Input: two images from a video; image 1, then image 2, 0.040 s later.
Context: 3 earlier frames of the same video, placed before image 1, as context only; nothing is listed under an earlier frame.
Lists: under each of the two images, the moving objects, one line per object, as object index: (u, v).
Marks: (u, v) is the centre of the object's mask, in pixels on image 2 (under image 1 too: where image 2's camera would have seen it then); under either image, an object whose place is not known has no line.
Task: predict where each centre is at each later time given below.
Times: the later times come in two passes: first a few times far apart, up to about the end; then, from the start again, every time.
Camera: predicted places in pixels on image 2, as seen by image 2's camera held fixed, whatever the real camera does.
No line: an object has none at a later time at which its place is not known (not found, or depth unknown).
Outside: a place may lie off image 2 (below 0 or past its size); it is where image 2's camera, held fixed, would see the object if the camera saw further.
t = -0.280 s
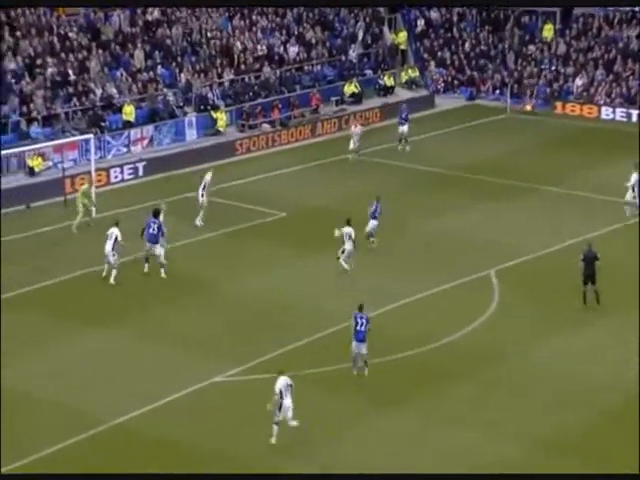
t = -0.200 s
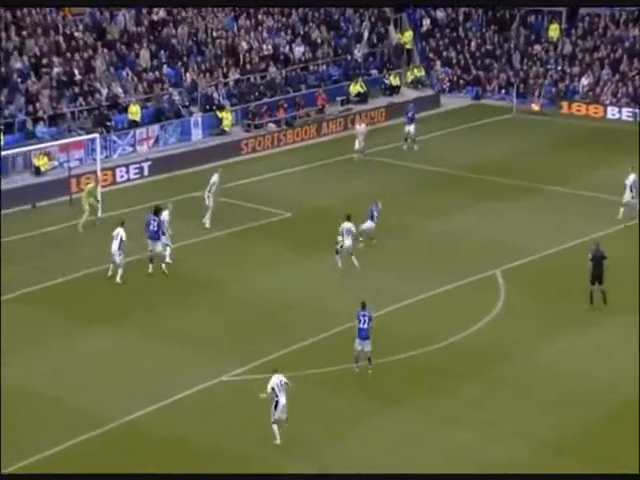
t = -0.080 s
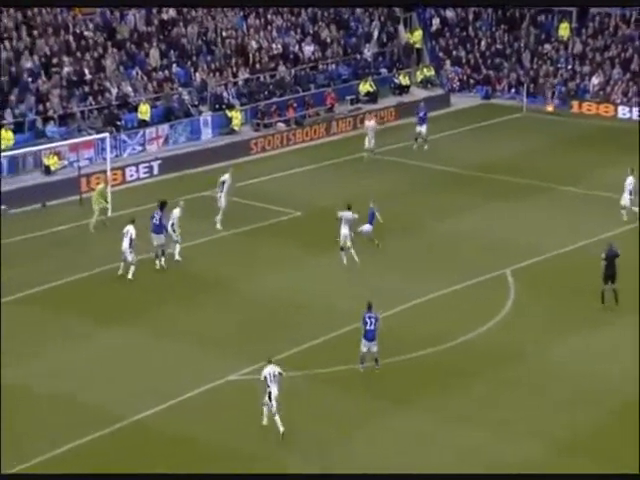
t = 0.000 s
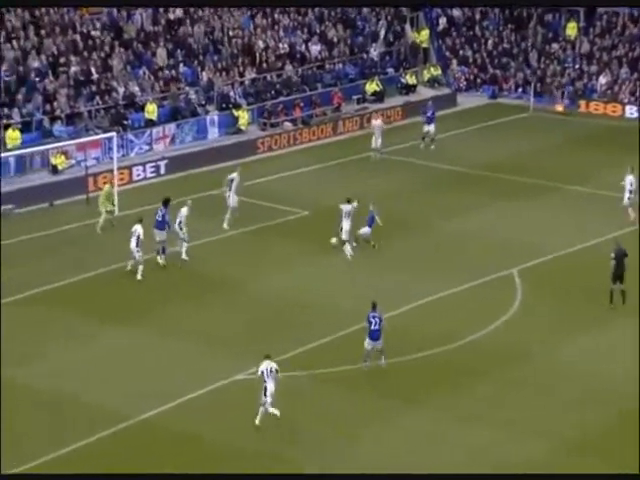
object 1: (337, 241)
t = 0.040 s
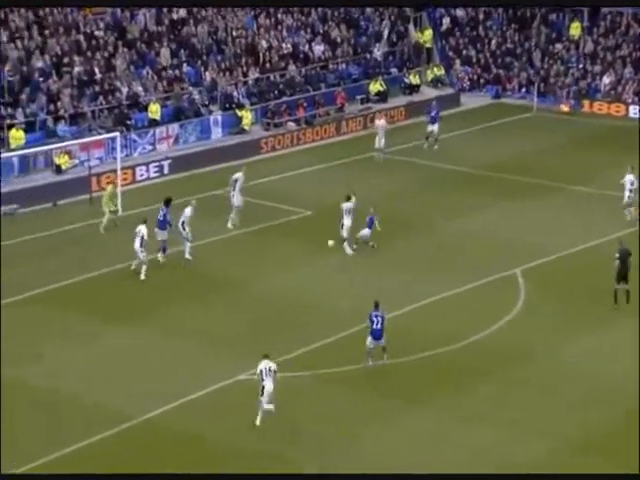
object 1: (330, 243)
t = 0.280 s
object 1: (292, 268)
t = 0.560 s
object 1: (259, 276)
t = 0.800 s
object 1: (232, 290)
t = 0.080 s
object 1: (323, 246)
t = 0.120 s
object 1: (317, 250)
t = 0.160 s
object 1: (310, 255)
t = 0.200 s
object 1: (304, 260)
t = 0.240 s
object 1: (297, 266)
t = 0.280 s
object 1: (292, 268)
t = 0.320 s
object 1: (287, 267)
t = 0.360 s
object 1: (283, 268)
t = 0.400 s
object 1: (278, 268)
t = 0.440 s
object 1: (274, 269)
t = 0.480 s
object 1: (269, 270)
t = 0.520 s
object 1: (264, 273)
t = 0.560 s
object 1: (259, 276)
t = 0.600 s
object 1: (255, 280)
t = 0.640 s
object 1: (250, 283)
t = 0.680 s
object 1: (246, 289)
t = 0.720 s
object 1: (241, 289)
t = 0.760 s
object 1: (236, 289)
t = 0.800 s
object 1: (232, 290)
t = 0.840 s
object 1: (227, 291)
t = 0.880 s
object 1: (222, 293)
